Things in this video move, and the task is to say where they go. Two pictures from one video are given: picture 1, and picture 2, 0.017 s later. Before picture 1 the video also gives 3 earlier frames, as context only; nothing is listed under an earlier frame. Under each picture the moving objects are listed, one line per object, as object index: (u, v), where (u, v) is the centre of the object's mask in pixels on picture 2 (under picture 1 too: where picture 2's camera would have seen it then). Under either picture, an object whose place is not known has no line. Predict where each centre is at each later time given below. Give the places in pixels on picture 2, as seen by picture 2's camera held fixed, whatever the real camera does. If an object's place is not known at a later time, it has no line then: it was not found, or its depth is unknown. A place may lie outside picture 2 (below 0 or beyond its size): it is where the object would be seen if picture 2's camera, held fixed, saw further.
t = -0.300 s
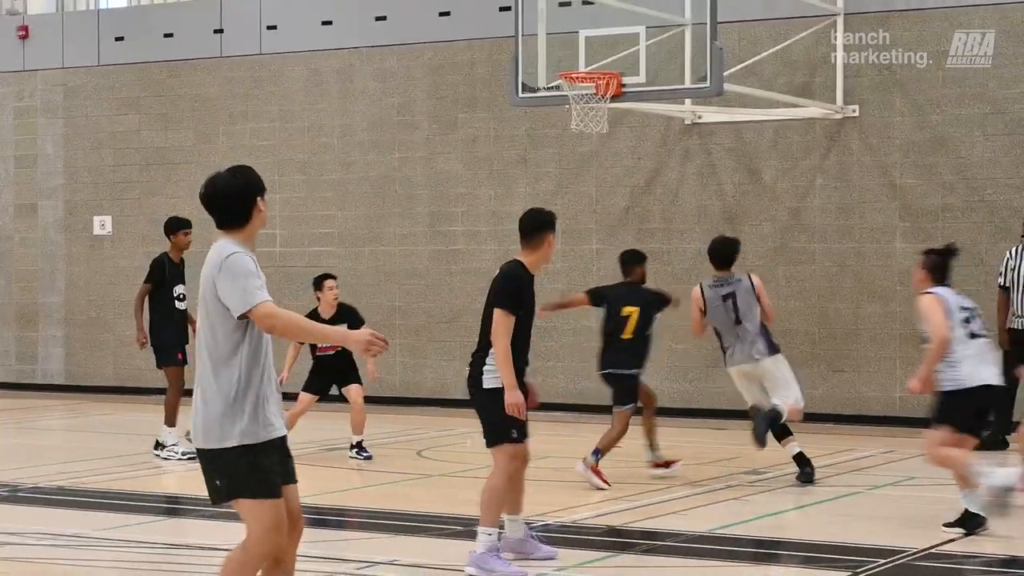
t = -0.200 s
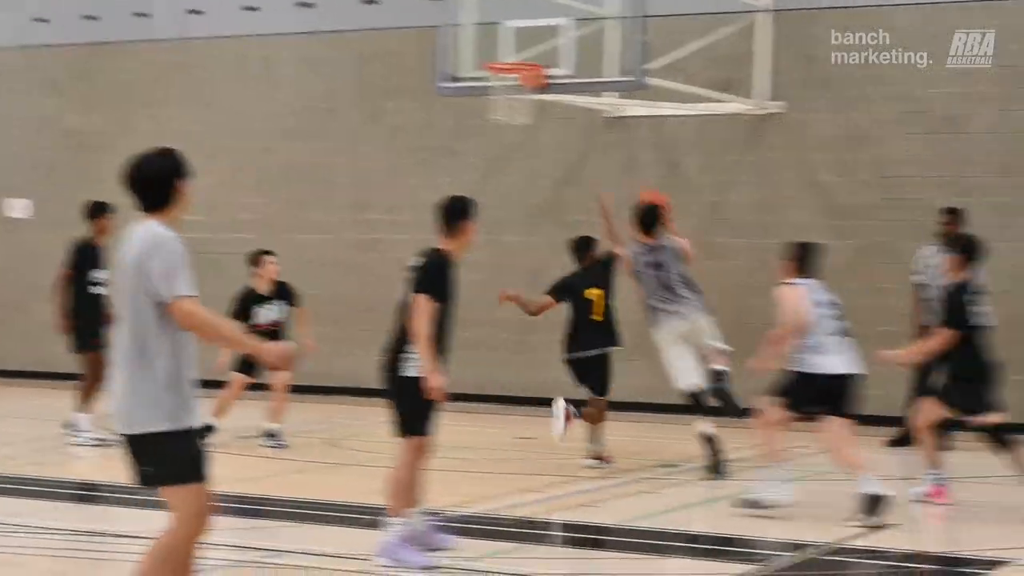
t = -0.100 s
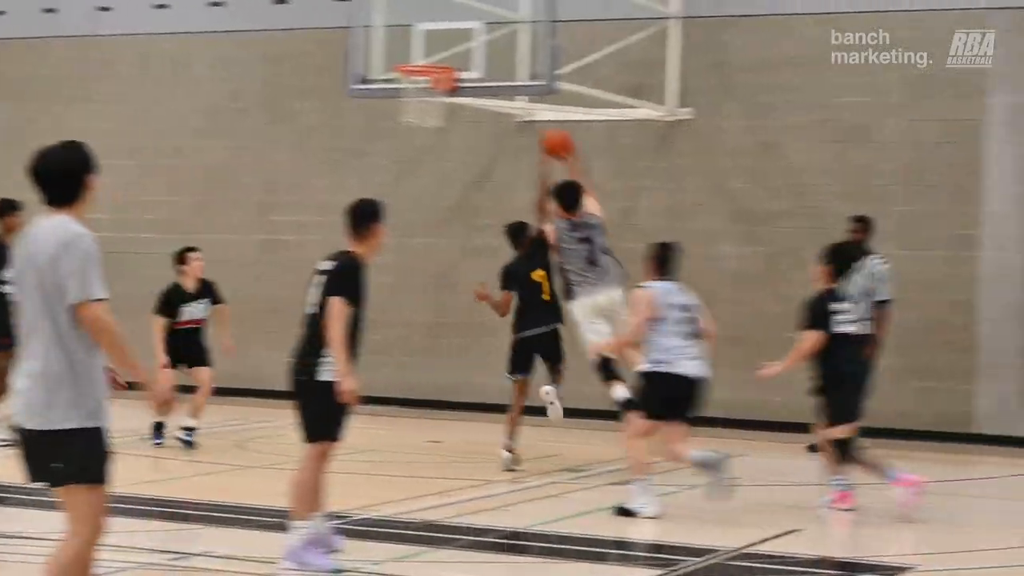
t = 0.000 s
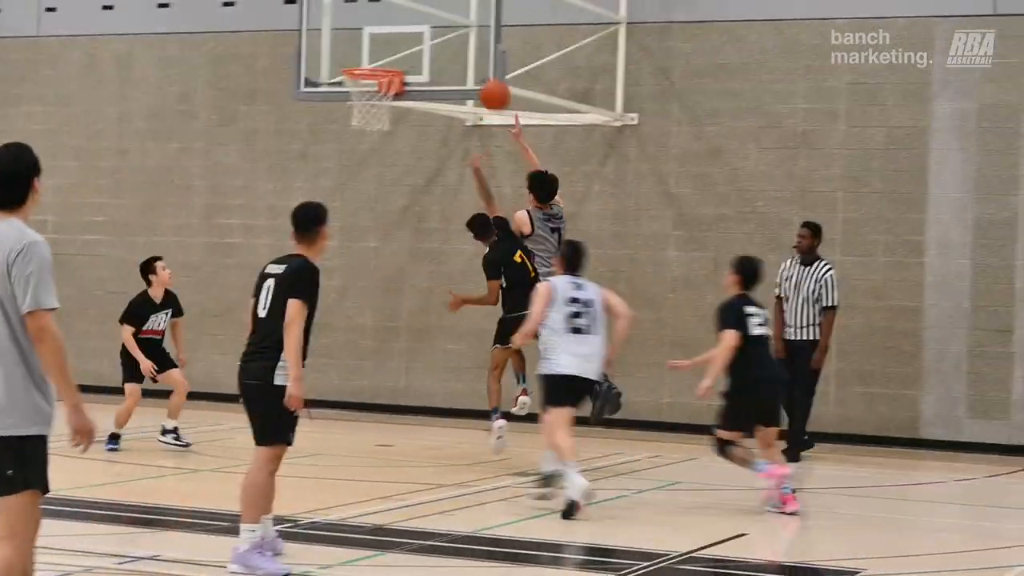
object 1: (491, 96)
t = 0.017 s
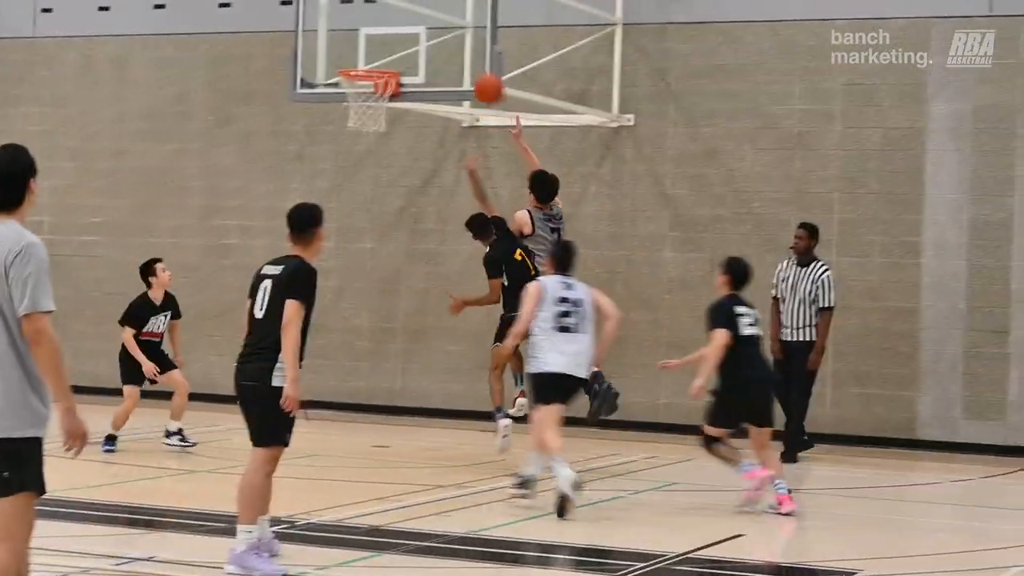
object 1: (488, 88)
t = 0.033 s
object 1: (487, 83)
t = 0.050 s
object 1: (485, 77)
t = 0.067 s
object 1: (483, 71)
